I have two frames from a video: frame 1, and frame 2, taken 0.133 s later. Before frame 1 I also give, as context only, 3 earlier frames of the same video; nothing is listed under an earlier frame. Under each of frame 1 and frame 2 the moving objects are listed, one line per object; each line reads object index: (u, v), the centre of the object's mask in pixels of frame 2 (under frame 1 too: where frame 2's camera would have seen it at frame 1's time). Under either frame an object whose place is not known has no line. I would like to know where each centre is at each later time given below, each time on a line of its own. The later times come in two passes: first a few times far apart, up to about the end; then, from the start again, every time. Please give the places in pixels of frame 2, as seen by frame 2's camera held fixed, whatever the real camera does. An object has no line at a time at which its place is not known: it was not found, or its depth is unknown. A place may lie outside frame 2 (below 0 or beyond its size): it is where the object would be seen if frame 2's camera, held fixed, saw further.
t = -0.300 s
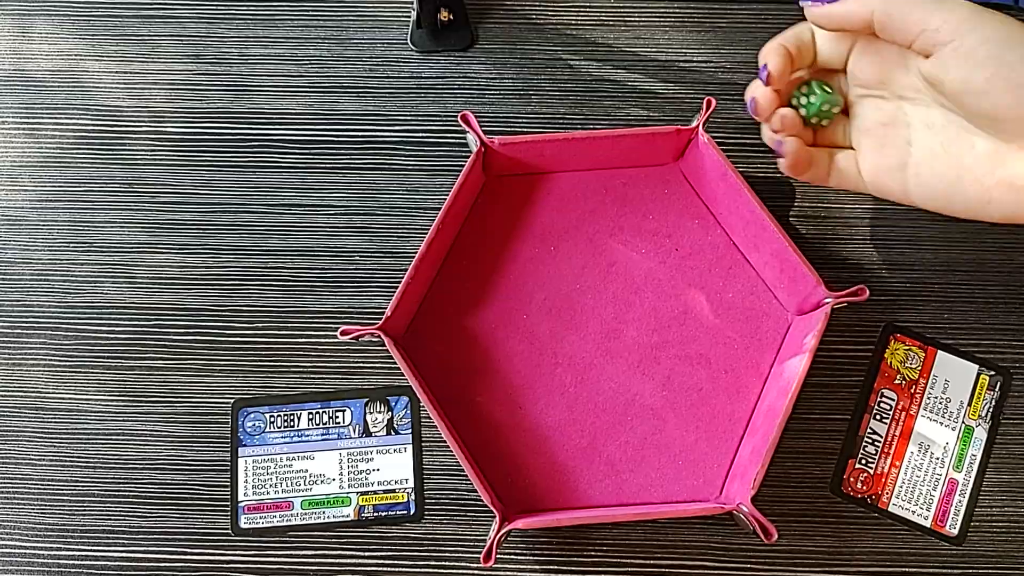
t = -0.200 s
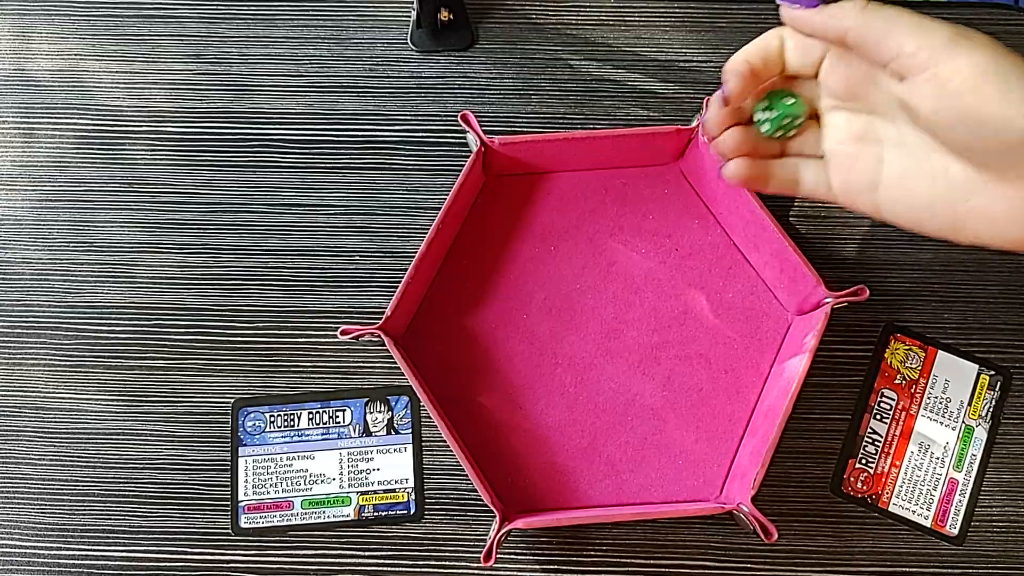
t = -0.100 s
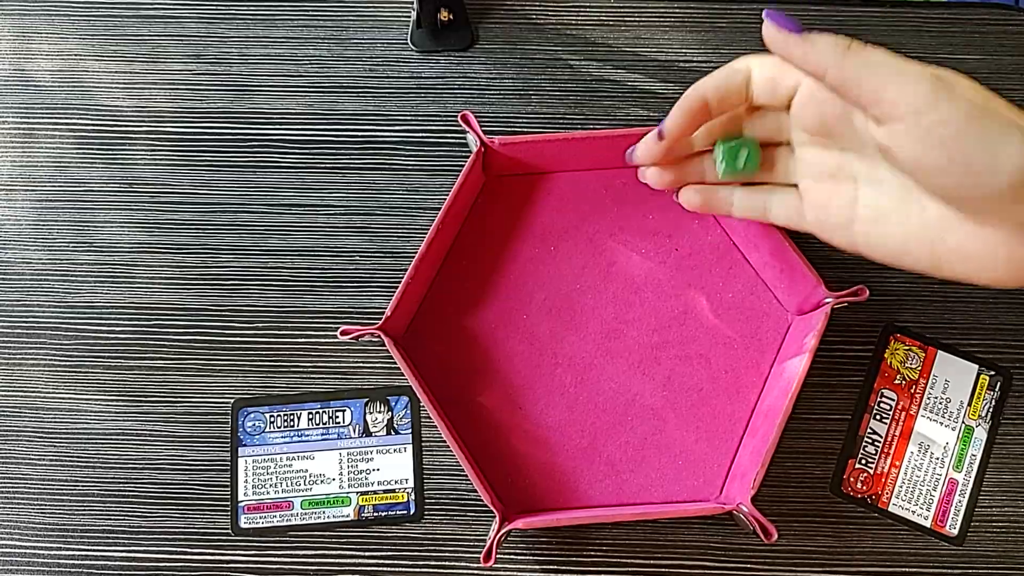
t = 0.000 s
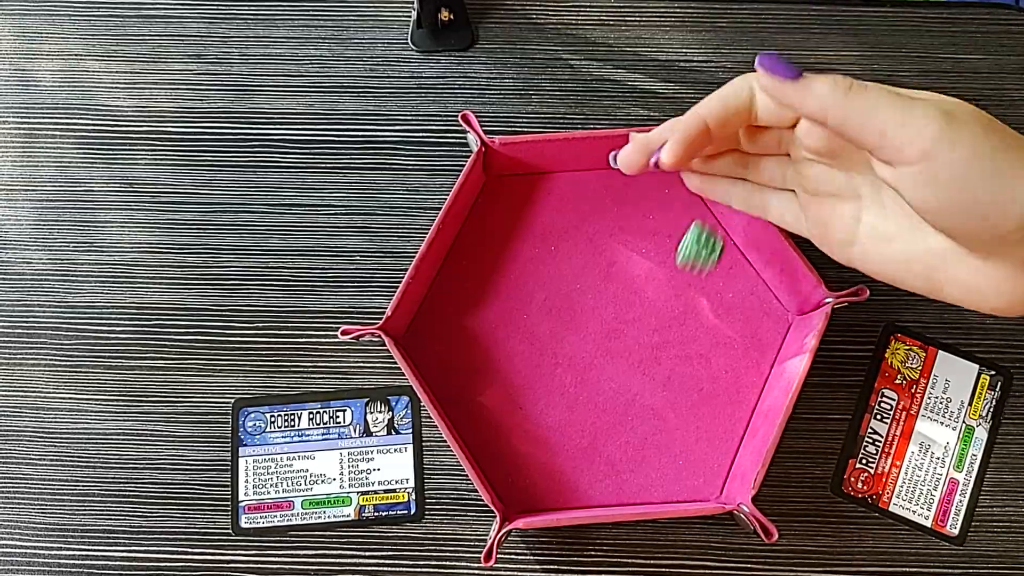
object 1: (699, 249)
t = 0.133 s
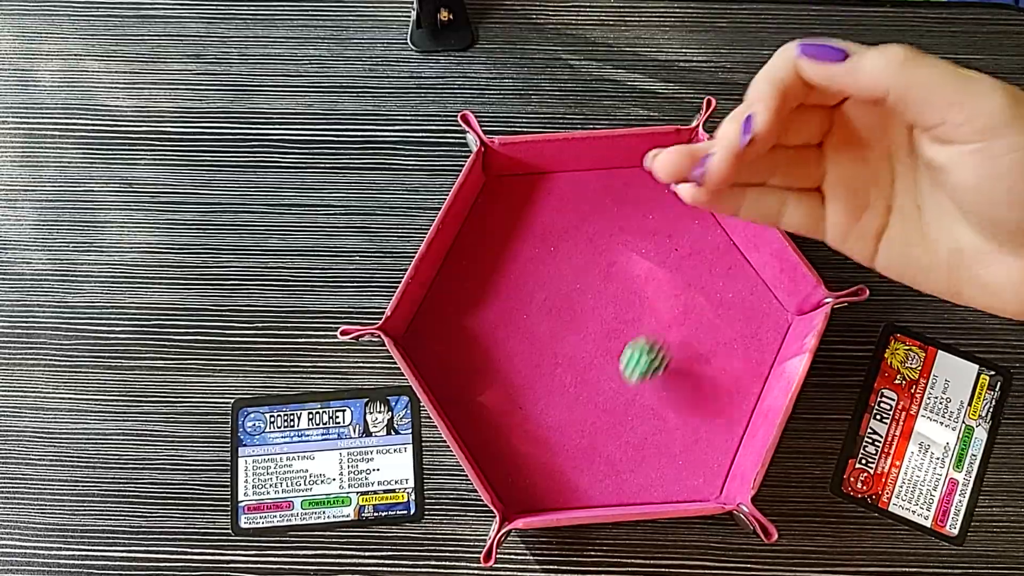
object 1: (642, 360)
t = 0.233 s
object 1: (587, 418)
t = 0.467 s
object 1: (513, 477)
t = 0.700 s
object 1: (511, 470)
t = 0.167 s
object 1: (623, 385)
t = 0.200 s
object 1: (604, 399)
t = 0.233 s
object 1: (587, 418)
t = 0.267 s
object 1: (569, 435)
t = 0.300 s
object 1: (551, 445)
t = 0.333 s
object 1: (539, 461)
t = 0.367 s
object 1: (529, 478)
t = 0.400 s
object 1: (527, 491)
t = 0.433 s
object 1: (519, 488)
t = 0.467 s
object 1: (513, 477)
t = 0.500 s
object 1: (511, 470)
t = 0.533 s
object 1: (511, 470)
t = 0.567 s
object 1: (511, 470)
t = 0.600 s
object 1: (511, 470)
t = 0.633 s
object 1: (511, 470)
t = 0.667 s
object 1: (511, 470)
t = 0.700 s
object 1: (511, 470)
